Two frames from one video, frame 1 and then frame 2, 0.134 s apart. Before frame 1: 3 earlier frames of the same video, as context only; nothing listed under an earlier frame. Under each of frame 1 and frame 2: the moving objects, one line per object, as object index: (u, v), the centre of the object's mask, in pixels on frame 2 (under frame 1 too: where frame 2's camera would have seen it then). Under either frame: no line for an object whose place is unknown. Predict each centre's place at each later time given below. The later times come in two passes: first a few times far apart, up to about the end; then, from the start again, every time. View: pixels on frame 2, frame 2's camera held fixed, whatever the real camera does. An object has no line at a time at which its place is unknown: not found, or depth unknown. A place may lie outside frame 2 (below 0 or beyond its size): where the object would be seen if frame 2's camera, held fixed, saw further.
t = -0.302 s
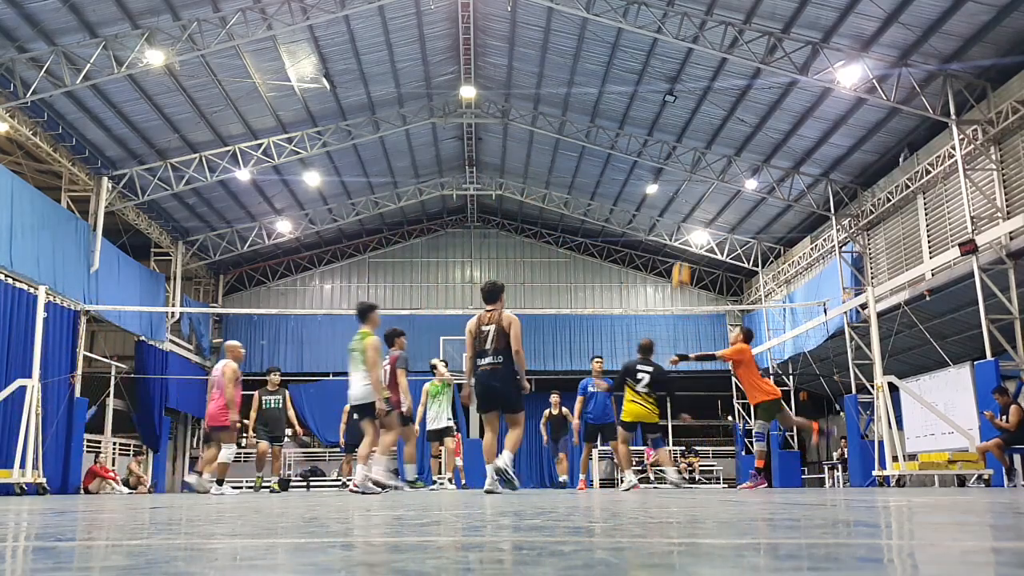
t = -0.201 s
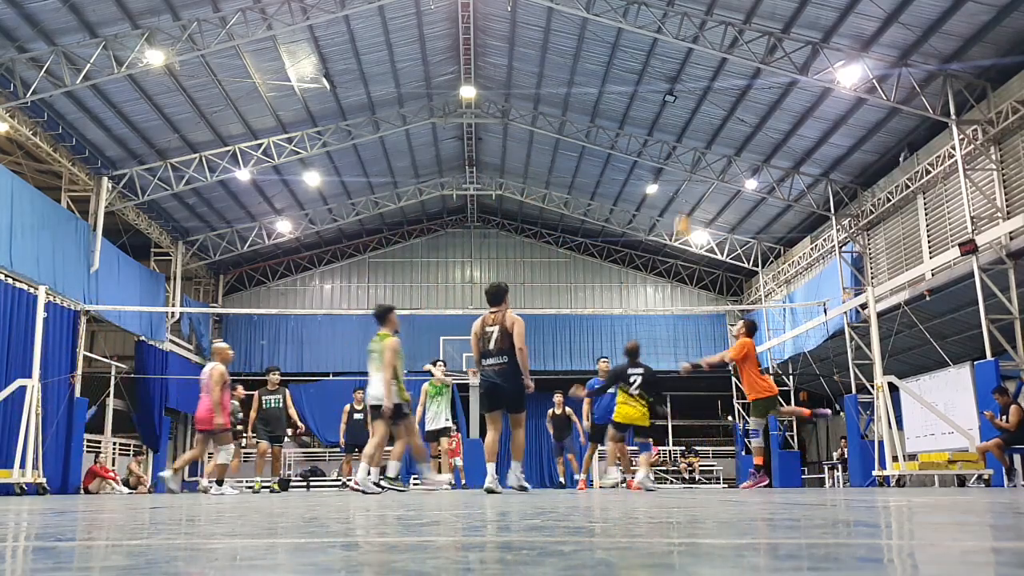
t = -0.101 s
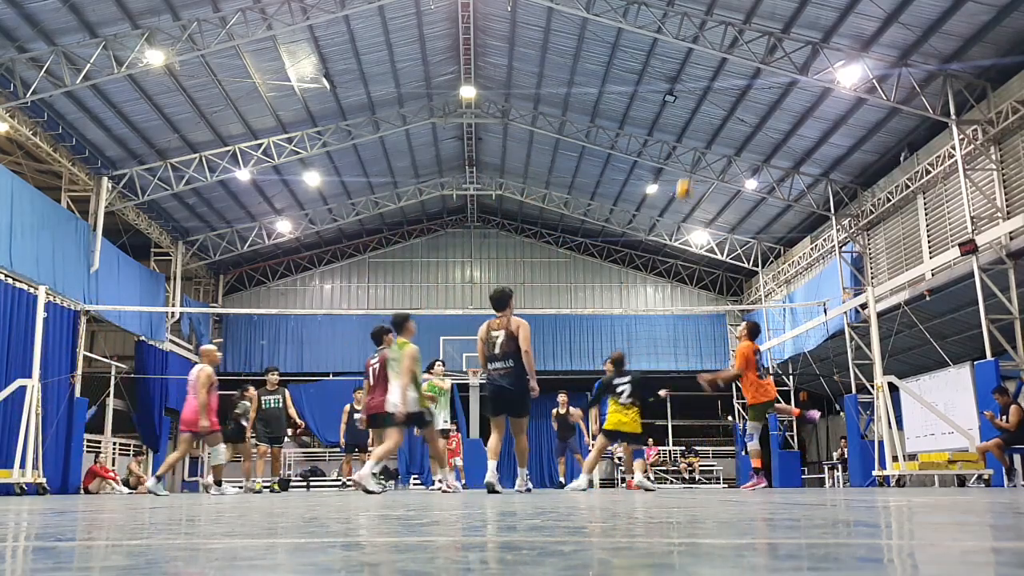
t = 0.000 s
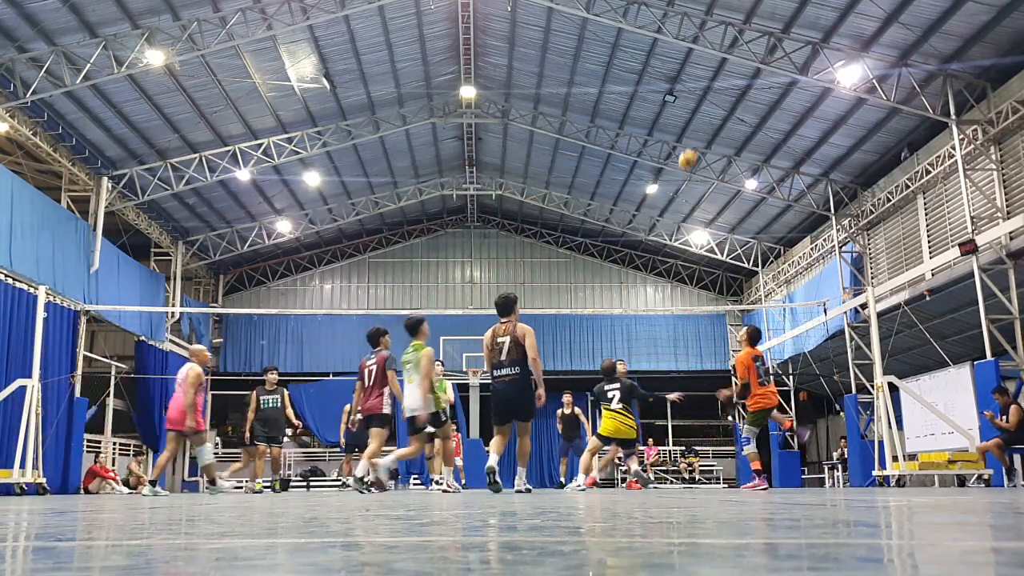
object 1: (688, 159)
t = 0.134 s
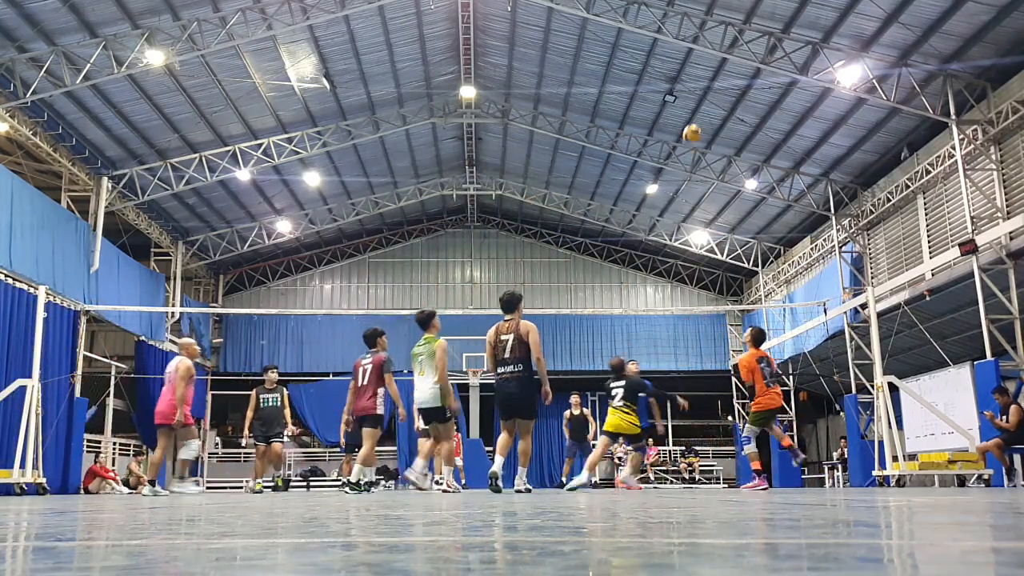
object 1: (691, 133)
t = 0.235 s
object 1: (695, 122)
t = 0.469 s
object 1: (704, 126)
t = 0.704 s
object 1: (714, 166)
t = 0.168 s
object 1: (693, 129)
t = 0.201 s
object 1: (694, 125)
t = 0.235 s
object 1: (695, 122)
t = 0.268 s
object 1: (696, 121)
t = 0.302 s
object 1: (697, 120)
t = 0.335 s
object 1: (698, 119)
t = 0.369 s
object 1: (700, 119)
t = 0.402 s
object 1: (701, 121)
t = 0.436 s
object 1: (703, 123)
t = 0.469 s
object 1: (704, 126)
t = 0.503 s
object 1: (705, 129)
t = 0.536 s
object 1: (707, 133)
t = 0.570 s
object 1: (708, 138)
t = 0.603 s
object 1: (710, 144)
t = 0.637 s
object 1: (711, 151)
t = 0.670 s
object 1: (712, 157)
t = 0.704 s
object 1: (714, 166)
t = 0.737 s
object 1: (716, 174)
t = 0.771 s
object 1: (717, 183)
